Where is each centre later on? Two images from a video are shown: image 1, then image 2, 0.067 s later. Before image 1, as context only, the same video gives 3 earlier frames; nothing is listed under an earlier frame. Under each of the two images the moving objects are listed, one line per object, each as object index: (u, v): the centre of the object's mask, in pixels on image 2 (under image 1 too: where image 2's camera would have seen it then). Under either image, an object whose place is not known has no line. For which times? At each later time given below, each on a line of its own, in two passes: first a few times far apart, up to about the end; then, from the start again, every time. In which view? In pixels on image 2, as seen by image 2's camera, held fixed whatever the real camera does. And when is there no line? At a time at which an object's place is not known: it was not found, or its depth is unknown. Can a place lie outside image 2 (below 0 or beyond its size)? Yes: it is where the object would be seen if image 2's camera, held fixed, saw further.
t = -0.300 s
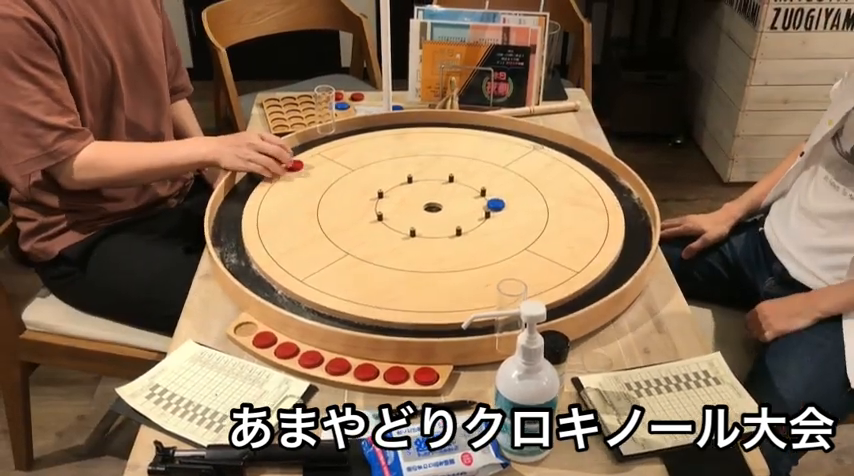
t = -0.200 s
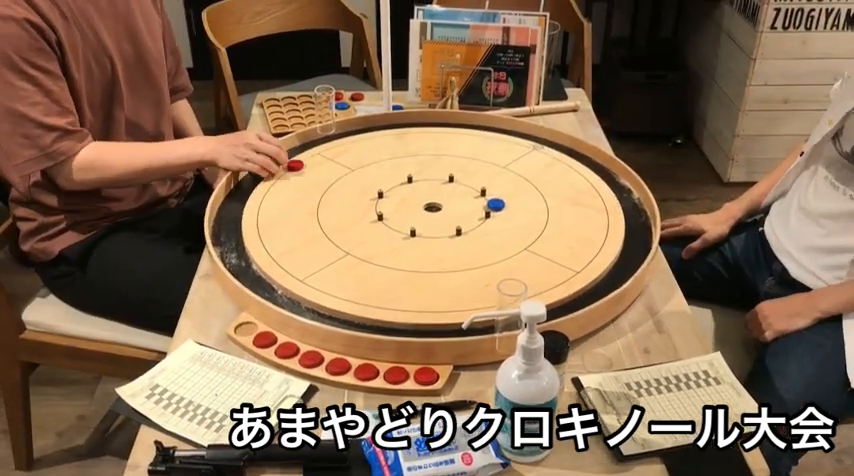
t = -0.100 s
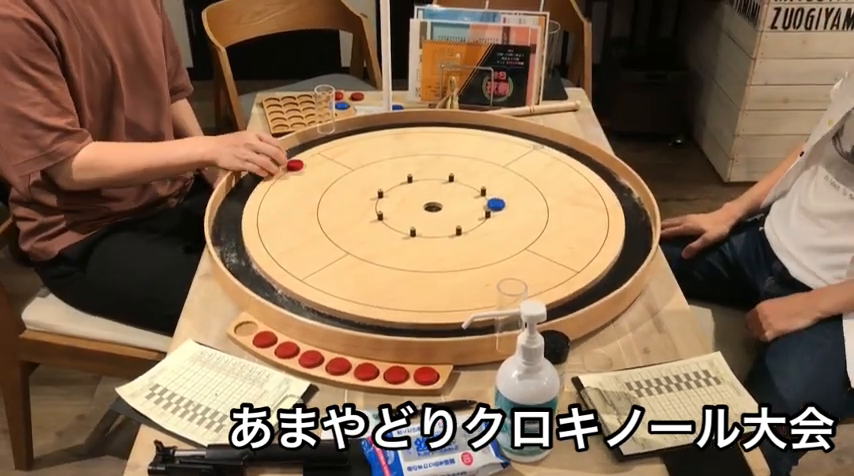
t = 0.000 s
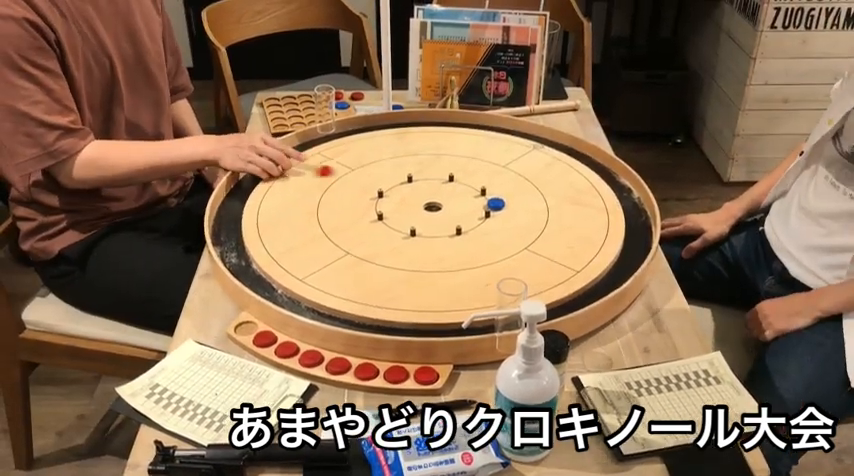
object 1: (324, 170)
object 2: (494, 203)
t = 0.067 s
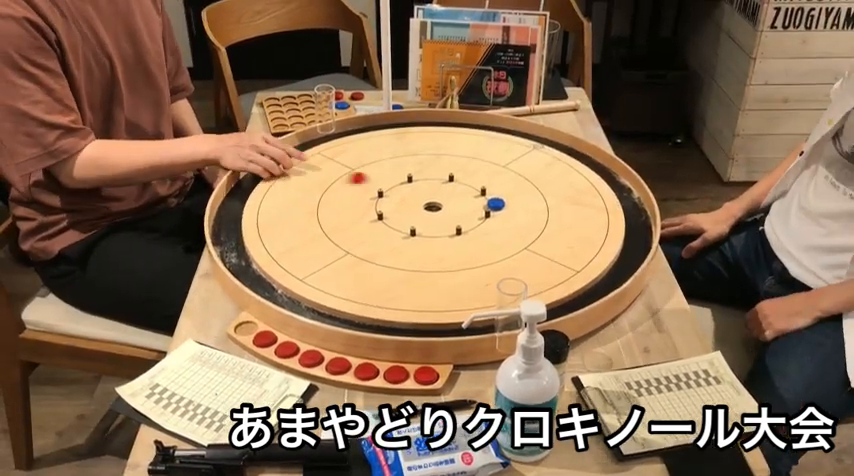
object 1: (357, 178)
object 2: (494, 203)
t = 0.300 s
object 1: (466, 200)
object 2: (494, 203)
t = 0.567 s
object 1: (478, 206)
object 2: (576, 212)
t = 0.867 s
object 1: (478, 206)
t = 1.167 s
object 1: (478, 206)
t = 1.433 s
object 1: (477, 206)
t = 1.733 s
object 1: (477, 206)
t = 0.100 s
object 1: (373, 181)
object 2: (494, 203)
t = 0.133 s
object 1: (390, 184)
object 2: (494, 203)
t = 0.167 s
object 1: (406, 188)
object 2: (494, 203)
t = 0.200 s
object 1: (421, 191)
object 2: (494, 203)
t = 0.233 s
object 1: (436, 194)
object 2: (494, 203)
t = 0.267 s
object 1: (451, 197)
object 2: (494, 204)
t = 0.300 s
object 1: (466, 200)
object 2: (494, 203)
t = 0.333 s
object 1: (477, 203)
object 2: (497, 204)
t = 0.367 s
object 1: (478, 204)
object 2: (510, 205)
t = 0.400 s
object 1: (478, 205)
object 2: (523, 206)
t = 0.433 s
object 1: (478, 206)
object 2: (534, 208)
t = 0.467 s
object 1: (478, 206)
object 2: (545, 209)
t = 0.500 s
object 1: (478, 206)
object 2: (556, 210)
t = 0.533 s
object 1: (478, 206)
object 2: (566, 211)
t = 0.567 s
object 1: (478, 206)
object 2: (576, 212)
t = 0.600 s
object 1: (478, 206)
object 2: (586, 213)
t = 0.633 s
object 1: (478, 206)
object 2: (594, 214)
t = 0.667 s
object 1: (477, 207)
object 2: (602, 215)
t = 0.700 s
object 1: (477, 207)
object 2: (610, 215)
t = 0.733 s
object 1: (477, 206)
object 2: (618, 216)
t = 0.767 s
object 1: (477, 206)
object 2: (624, 217)
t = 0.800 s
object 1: (478, 206)
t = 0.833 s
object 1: (478, 206)
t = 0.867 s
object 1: (478, 206)
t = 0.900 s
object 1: (477, 206)
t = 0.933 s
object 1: (478, 206)
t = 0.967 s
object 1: (478, 206)
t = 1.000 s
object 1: (477, 206)
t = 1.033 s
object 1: (477, 206)
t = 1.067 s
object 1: (478, 206)
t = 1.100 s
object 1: (477, 206)
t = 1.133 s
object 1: (477, 206)
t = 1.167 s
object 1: (478, 206)
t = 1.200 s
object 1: (478, 206)
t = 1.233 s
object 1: (478, 206)
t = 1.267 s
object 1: (478, 206)
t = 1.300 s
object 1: (477, 207)
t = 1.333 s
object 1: (477, 206)
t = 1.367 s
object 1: (477, 206)
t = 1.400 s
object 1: (477, 206)
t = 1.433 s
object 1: (477, 206)
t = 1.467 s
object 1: (477, 207)
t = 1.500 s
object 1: (477, 206)
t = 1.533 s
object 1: (477, 206)
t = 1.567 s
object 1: (477, 206)
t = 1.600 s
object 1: (477, 206)
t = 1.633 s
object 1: (477, 206)
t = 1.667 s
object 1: (477, 206)
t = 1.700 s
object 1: (477, 206)
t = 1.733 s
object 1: (477, 206)
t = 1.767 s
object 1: (477, 206)
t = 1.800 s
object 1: (477, 206)
